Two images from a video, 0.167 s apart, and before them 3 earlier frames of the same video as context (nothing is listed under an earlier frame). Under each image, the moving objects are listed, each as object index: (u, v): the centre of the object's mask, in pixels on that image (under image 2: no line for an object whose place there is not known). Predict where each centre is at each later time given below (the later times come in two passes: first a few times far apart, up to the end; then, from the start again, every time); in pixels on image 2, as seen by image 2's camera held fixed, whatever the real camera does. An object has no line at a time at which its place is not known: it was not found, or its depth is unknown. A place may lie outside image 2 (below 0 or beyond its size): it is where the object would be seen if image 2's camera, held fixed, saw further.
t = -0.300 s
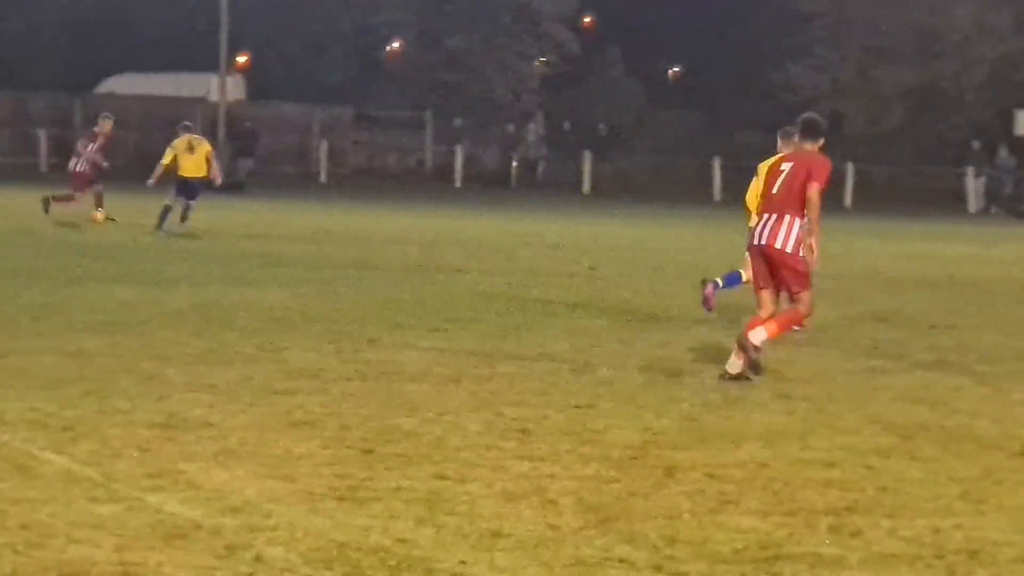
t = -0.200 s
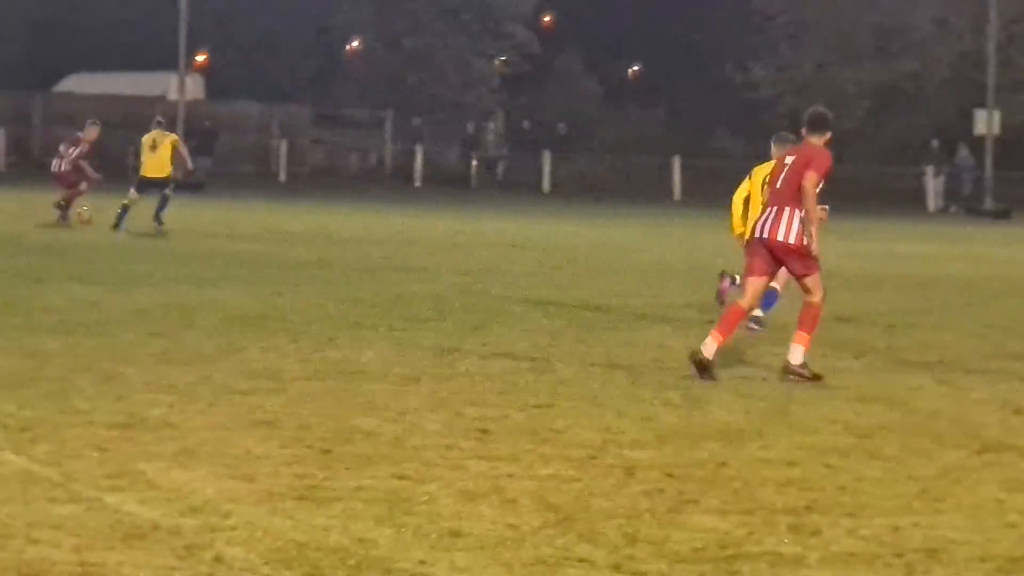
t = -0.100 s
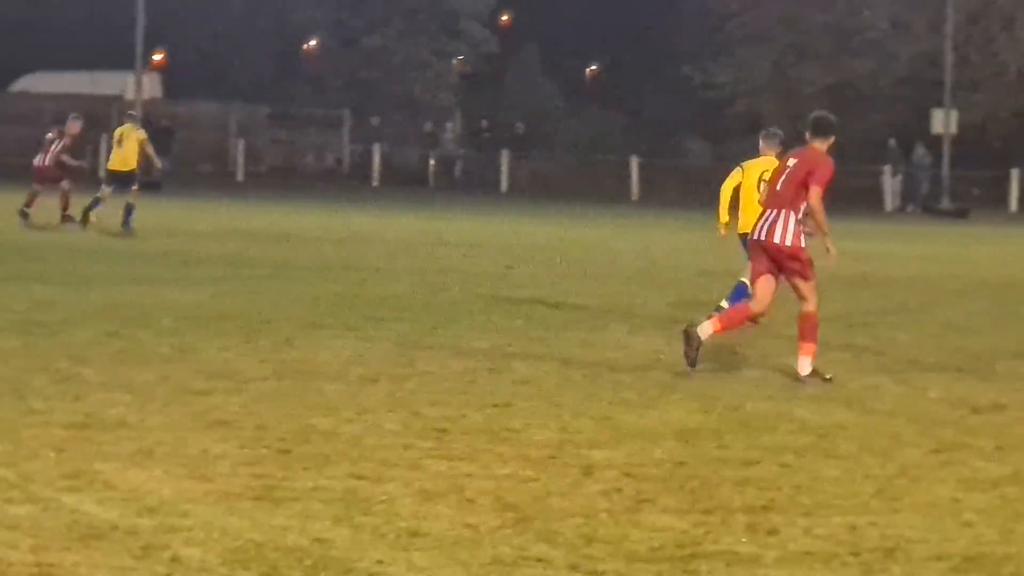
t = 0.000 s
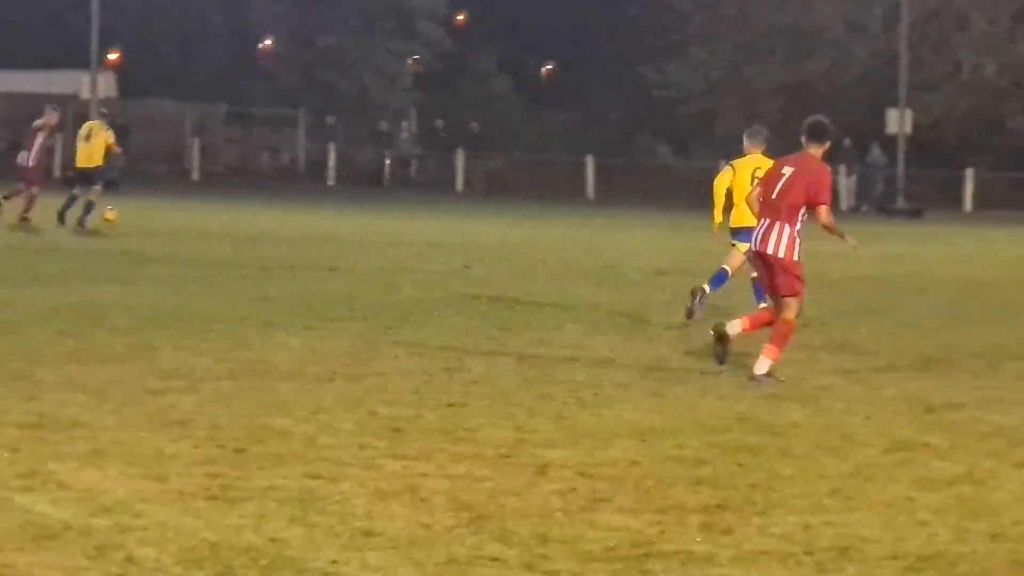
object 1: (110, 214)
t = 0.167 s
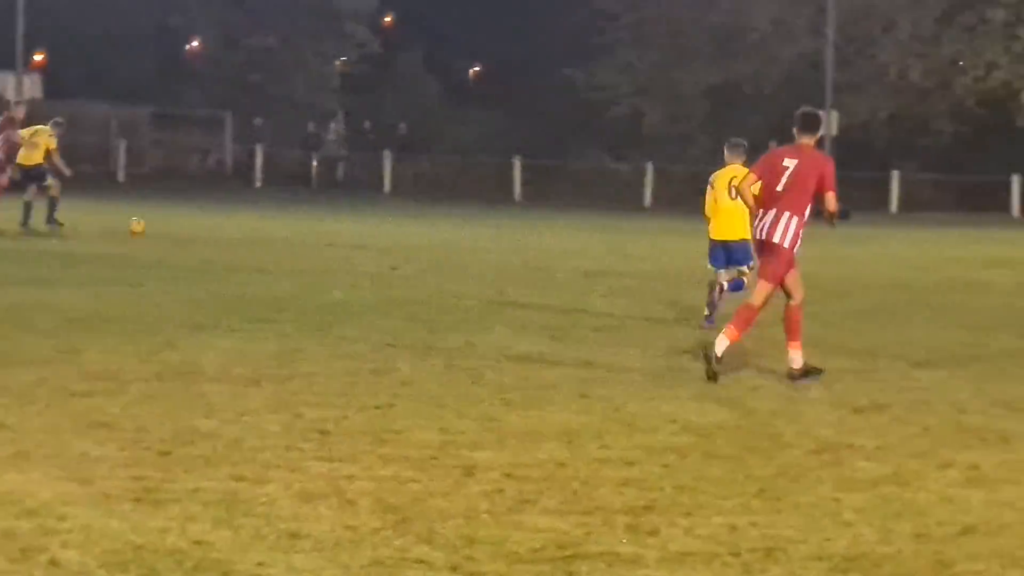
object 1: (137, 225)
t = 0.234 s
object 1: (173, 222)
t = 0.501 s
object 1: (307, 232)
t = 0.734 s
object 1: (410, 240)
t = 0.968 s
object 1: (509, 245)
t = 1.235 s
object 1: (618, 248)
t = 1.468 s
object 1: (710, 251)
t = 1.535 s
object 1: (734, 248)
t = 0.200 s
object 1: (154, 222)
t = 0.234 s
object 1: (173, 222)
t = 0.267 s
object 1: (192, 225)
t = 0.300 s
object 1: (210, 228)
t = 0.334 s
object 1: (228, 230)
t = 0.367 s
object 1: (246, 233)
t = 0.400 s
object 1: (261, 234)
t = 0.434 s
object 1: (276, 232)
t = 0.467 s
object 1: (291, 232)
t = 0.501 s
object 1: (307, 232)
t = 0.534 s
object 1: (322, 234)
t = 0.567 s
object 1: (337, 237)
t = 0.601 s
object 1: (352, 239)
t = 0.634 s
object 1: (367, 240)
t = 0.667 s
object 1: (381, 238)
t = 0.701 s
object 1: (396, 238)
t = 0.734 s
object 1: (410, 240)
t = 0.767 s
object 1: (423, 243)
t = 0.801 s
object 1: (437, 244)
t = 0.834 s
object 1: (452, 244)
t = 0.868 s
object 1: (467, 244)
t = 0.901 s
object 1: (480, 243)
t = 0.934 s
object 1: (494, 243)
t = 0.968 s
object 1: (509, 245)
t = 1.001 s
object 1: (522, 246)
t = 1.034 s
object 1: (536, 248)
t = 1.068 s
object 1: (550, 248)
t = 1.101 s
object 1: (564, 248)
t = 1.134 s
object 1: (578, 248)
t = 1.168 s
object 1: (591, 248)
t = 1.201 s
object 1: (605, 249)
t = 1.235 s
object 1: (618, 248)
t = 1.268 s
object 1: (631, 249)
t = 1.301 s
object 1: (645, 250)
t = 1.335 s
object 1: (658, 250)
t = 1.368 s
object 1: (670, 249)
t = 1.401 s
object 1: (683, 249)
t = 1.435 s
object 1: (697, 249)
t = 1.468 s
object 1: (710, 251)
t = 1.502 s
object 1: (722, 250)
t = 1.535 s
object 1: (734, 248)
